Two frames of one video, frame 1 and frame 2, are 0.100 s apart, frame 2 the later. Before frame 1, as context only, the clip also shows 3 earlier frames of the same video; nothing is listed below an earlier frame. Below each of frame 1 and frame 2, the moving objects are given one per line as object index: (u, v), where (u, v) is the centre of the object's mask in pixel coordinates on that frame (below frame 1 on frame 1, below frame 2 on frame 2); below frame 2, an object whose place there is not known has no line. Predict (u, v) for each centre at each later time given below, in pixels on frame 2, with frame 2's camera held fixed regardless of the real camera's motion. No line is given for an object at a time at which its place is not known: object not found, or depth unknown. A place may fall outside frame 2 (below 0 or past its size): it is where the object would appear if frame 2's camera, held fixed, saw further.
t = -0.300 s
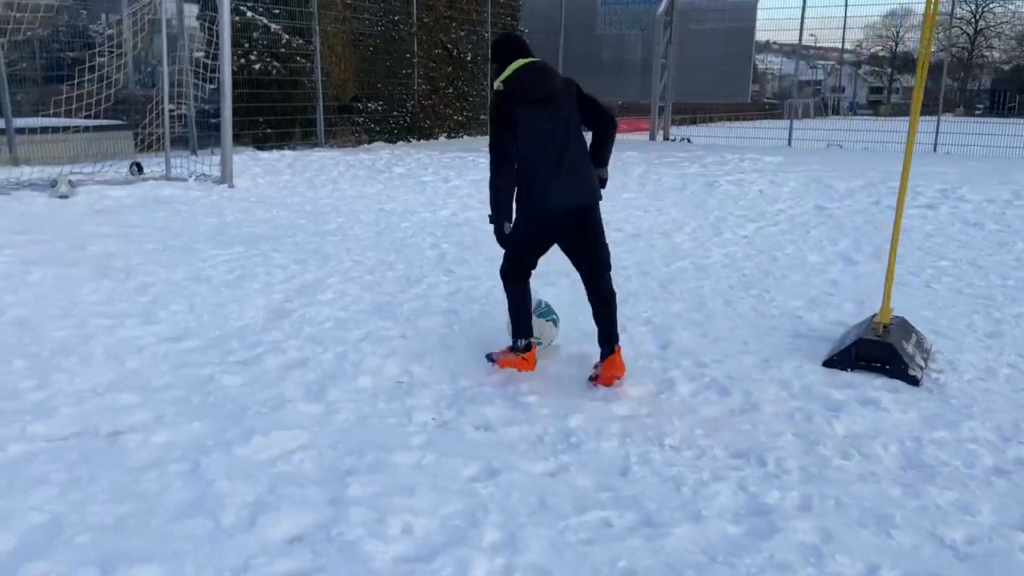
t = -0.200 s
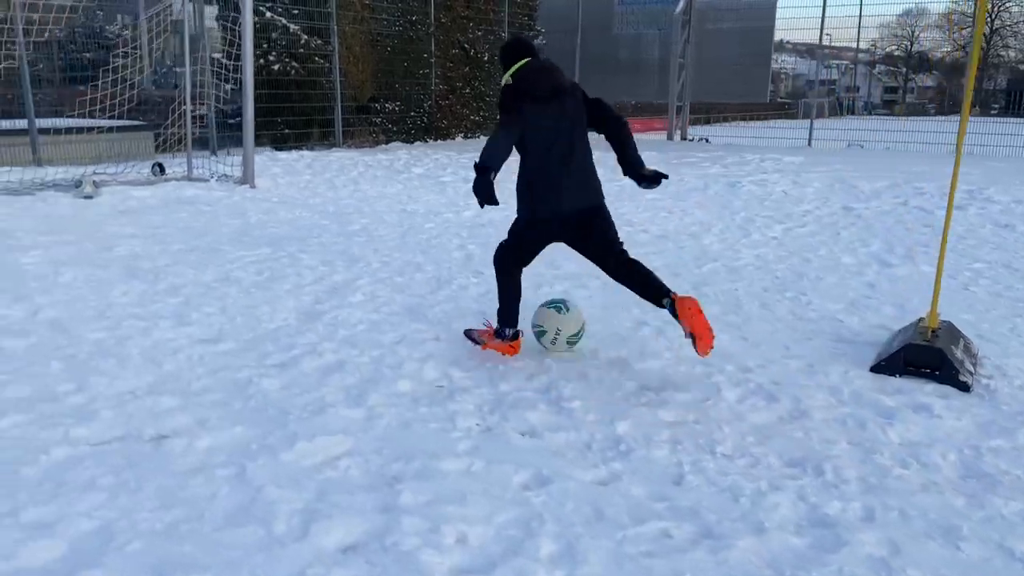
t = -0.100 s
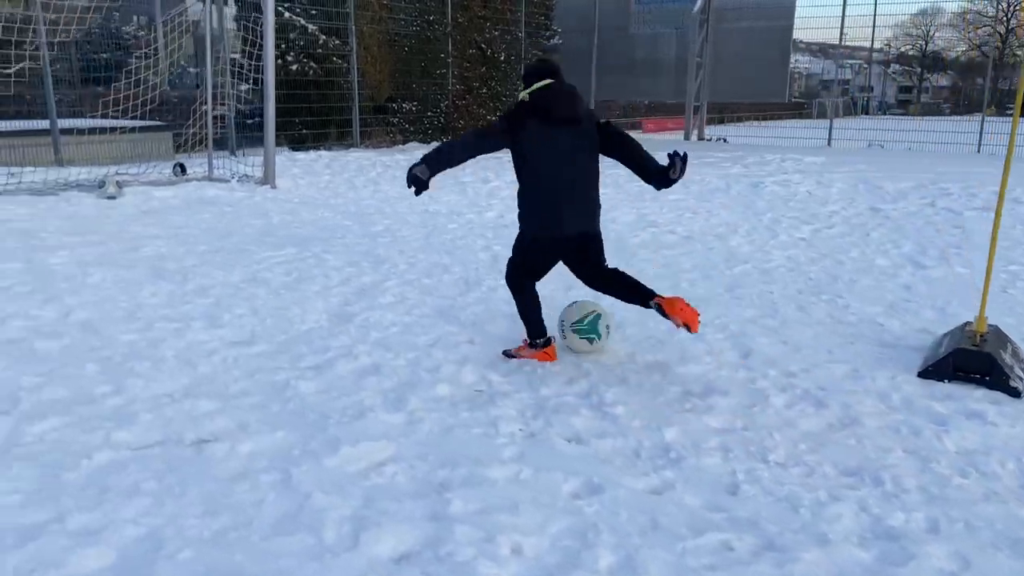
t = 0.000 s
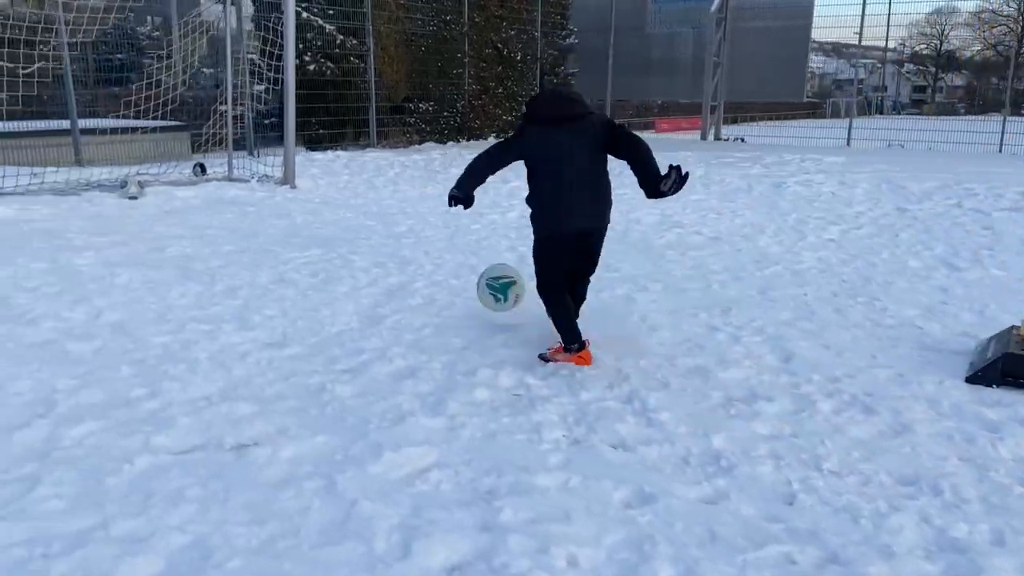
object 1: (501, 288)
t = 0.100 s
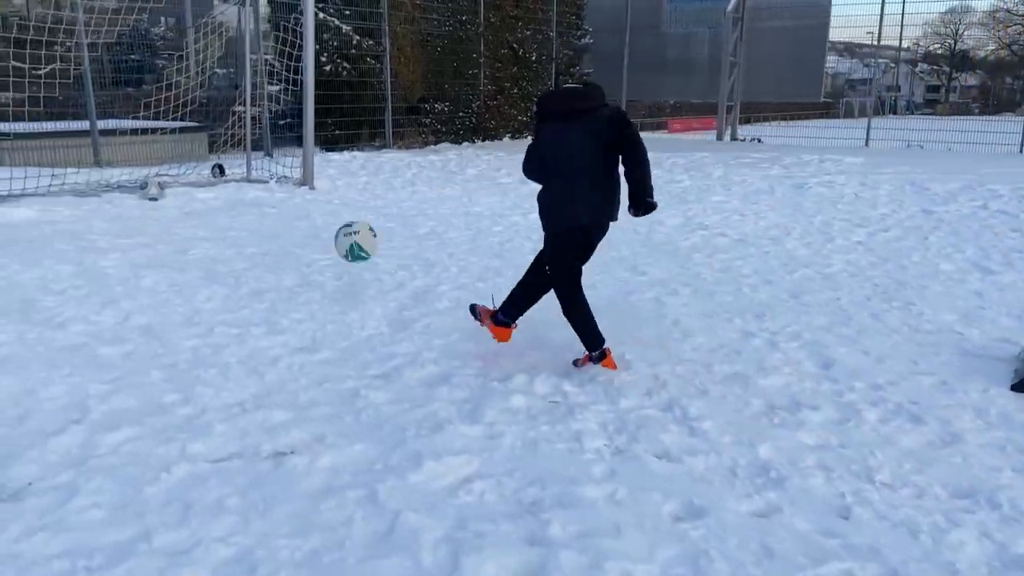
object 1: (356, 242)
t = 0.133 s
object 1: (309, 232)
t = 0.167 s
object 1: (266, 225)
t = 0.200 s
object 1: (226, 220)
